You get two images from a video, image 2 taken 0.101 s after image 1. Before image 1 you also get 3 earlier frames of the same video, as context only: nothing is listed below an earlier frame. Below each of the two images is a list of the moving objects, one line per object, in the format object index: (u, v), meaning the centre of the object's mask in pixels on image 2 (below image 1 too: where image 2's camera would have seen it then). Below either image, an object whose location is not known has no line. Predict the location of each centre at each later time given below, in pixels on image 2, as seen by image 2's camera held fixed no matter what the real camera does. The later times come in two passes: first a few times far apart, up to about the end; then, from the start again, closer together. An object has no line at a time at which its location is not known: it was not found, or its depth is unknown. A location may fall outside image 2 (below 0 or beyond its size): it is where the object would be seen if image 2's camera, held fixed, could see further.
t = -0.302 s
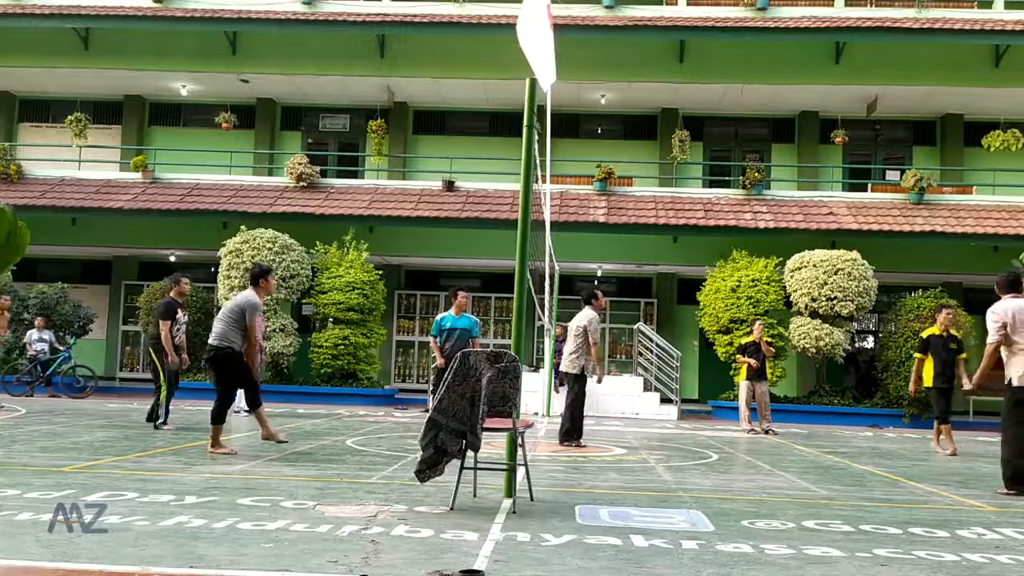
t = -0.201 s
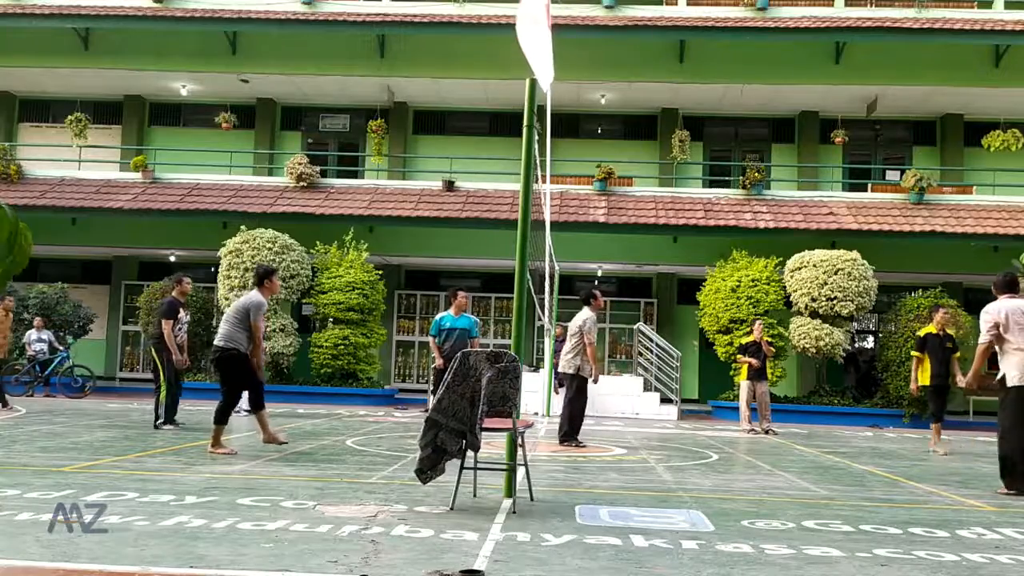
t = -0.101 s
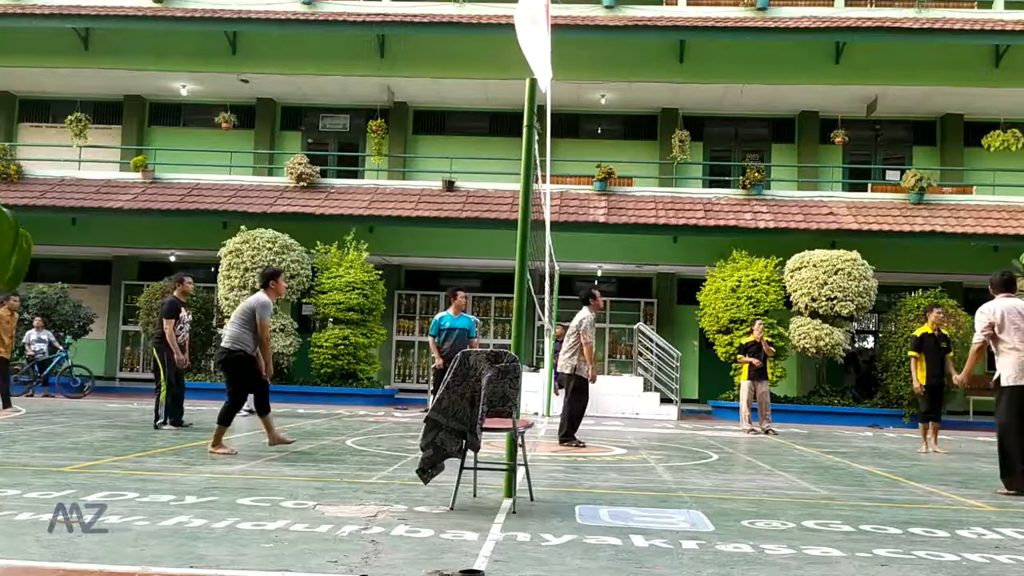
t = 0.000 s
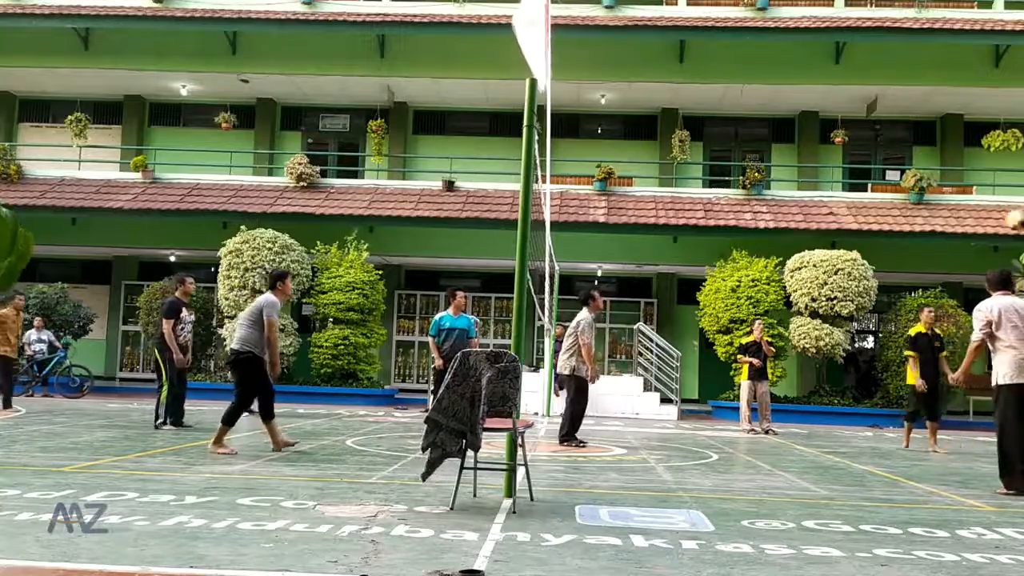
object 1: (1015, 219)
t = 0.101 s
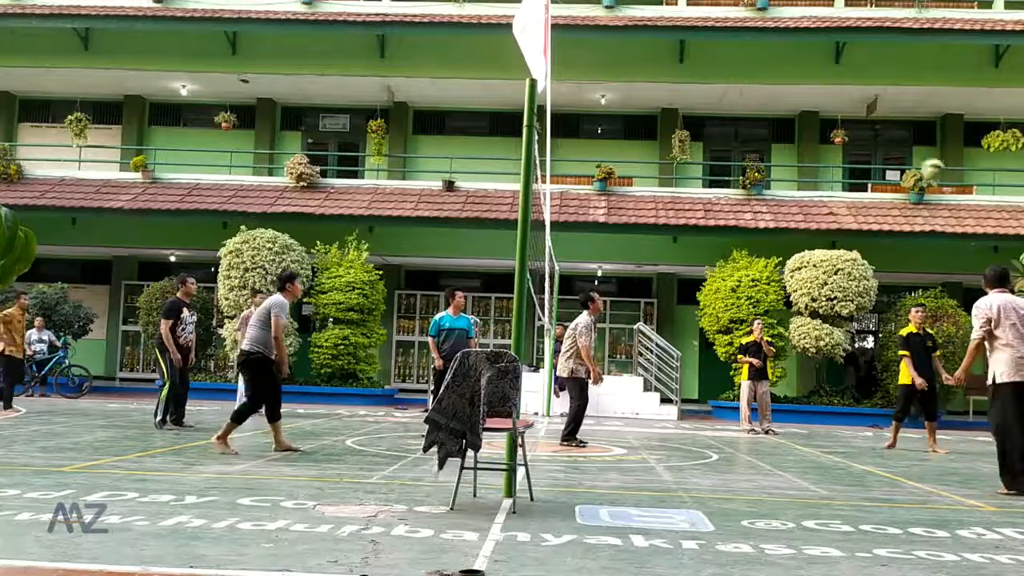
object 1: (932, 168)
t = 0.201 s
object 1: (848, 128)
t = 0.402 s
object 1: (682, 77)
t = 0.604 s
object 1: (521, 67)
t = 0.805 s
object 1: (355, 94)
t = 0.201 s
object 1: (848, 128)
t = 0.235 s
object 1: (820, 117)
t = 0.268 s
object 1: (793, 106)
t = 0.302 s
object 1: (765, 98)
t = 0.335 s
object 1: (738, 89)
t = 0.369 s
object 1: (711, 82)
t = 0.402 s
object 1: (682, 77)
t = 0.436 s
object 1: (656, 73)
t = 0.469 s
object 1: (628, 69)
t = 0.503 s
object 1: (602, 67)
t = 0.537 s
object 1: (574, 66)
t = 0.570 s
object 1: (549, 66)
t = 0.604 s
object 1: (521, 67)
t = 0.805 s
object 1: (355, 94)
